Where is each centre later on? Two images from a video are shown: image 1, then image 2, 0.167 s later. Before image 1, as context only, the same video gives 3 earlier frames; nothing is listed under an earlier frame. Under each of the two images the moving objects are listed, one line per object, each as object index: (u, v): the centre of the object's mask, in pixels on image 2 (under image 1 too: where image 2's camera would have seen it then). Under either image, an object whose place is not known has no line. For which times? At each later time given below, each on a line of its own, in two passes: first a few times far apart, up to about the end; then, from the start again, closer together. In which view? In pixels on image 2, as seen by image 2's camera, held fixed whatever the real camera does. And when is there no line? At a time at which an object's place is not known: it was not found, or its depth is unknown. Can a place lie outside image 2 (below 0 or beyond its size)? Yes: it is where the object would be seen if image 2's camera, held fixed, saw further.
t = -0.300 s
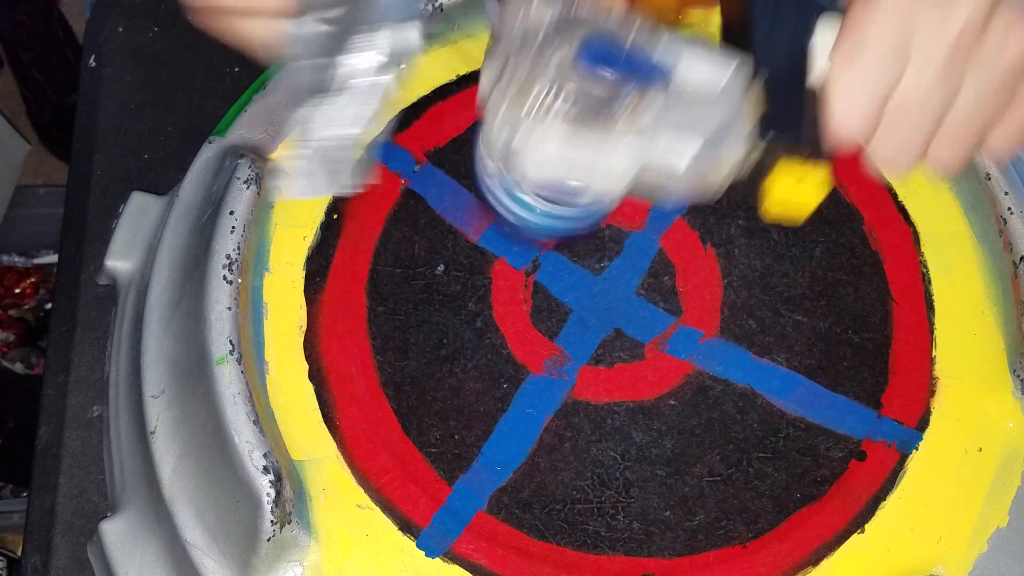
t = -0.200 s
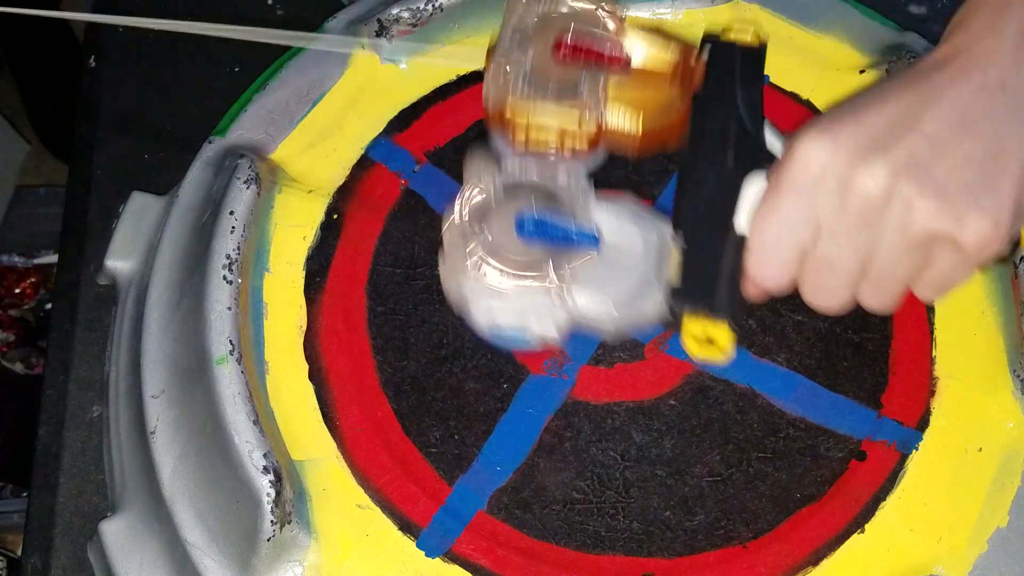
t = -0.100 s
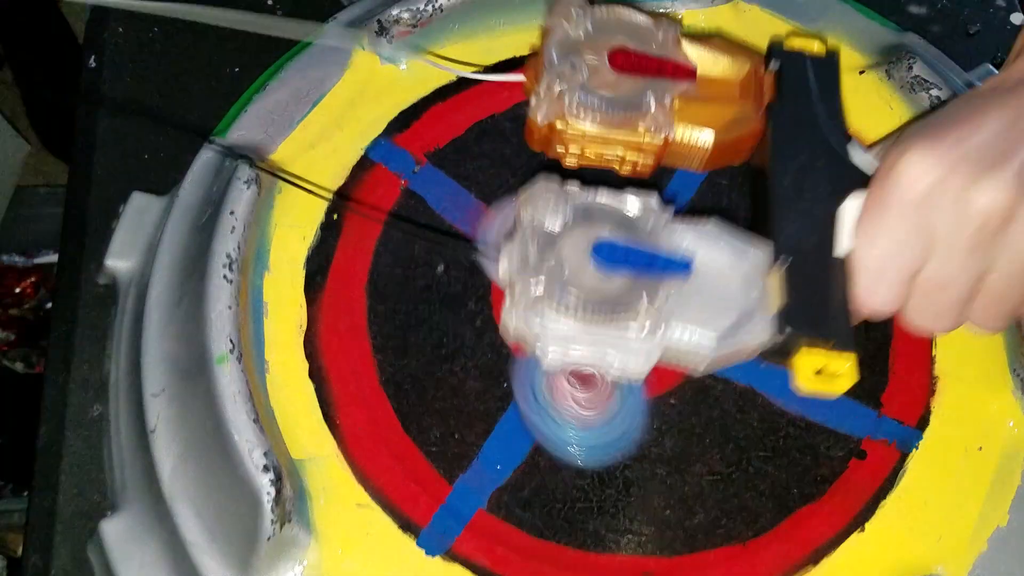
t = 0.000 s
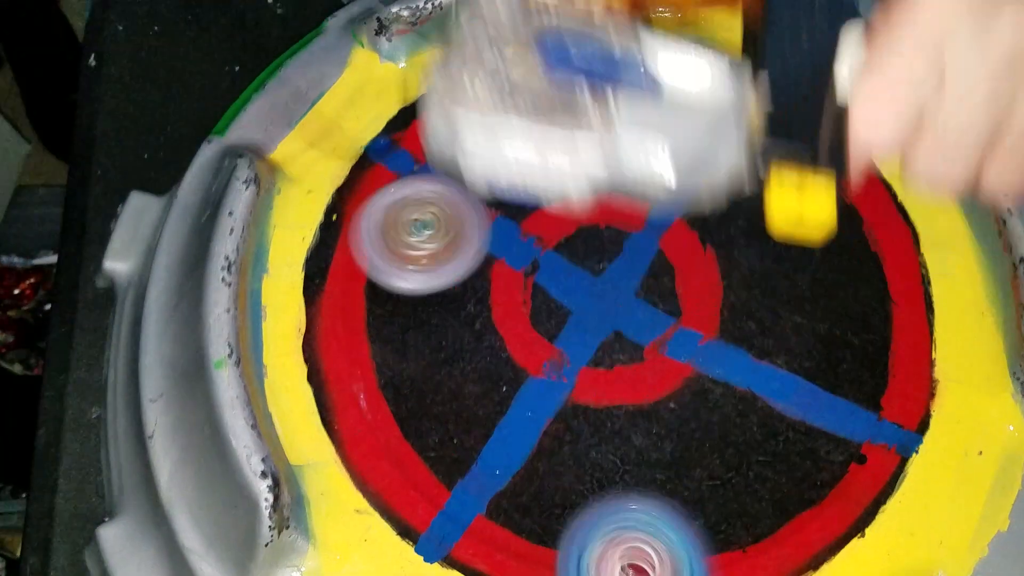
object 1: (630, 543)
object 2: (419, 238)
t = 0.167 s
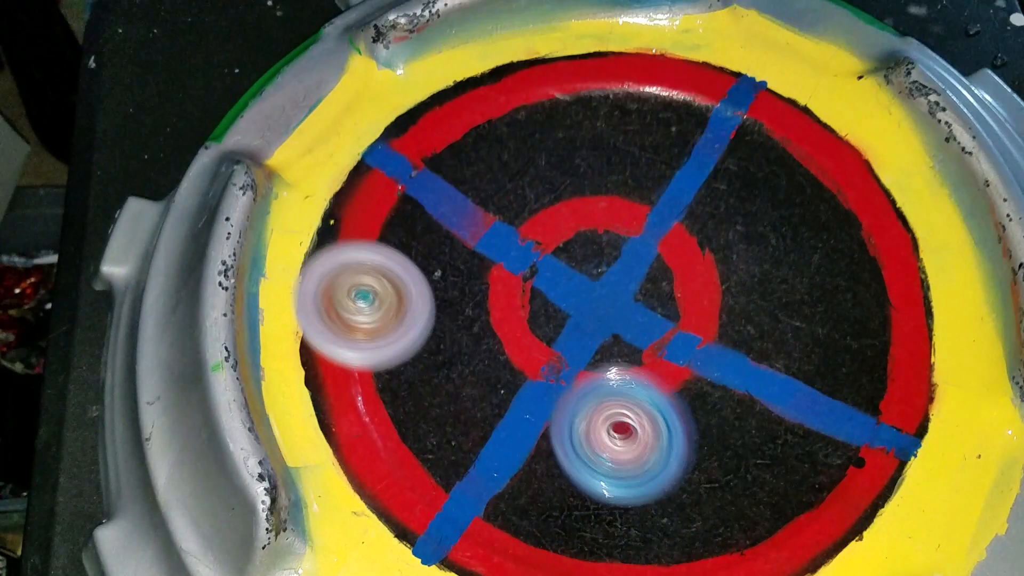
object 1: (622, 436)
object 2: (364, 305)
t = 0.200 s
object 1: (613, 412)
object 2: (382, 334)
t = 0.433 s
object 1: (674, 217)
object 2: (553, 462)
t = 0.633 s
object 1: (778, 240)
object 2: (673, 328)
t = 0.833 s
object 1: (915, 229)
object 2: (419, 326)
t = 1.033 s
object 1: (736, 358)
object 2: (406, 373)
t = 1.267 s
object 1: (700, 357)
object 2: (431, 411)
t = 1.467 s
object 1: (729, 339)
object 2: (520, 367)
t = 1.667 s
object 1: (705, 315)
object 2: (560, 266)
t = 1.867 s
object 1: (679, 270)
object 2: (542, 235)
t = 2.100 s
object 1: (649, 251)
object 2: (492, 240)
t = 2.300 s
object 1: (636, 244)
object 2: (463, 261)
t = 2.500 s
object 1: (653, 249)
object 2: (510, 286)
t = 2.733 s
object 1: (728, 266)
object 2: (571, 302)
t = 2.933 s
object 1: (758, 345)
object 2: (543, 286)
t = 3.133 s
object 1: (658, 431)
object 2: (562, 262)
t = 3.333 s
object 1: (559, 393)
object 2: (525, 233)
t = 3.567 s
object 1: (557, 376)
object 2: (539, 191)
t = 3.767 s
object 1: (594, 331)
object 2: (538, 213)
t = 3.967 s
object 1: (622, 403)
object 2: (520, 218)
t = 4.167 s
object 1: (583, 434)
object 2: (591, 256)
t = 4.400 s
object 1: (562, 379)
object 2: (644, 279)
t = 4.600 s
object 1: (576, 398)
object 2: (656, 225)
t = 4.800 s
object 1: (597, 356)
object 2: (635, 218)
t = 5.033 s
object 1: (582, 383)
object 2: (635, 226)
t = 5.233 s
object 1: (567, 381)
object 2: (631, 268)
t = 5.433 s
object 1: (551, 387)
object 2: (634, 274)
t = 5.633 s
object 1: (556, 389)
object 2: (626, 279)
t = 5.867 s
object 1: (560, 393)
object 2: (635, 294)
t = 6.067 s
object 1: (552, 386)
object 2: (638, 299)
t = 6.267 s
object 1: (557, 383)
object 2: (644, 293)
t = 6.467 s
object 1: (549, 385)
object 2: (625, 280)
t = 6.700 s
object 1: (540, 420)
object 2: (619, 280)
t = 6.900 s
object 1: (510, 395)
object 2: (610, 277)
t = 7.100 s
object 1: (498, 359)
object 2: (617, 288)
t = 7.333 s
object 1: (520, 368)
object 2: (620, 289)
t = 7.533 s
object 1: (542, 362)
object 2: (616, 270)
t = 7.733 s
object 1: (544, 365)
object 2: (616, 269)
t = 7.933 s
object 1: (535, 381)
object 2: (615, 268)
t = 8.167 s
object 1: (540, 394)
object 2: (623, 272)
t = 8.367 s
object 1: (568, 391)
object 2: (616, 280)
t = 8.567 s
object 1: (565, 390)
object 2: (621, 273)
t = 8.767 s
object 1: (543, 391)
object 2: (616, 282)
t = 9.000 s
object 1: (556, 393)
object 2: (631, 298)
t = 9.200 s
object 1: (565, 393)
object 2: (637, 293)
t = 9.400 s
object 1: (563, 386)
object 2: (638, 280)
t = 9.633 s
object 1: (559, 379)
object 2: (616, 271)
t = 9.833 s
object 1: (567, 389)
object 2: (610, 276)
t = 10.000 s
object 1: (566, 395)
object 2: (612, 282)
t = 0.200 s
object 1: (613, 412)
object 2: (382, 334)
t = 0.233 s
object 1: (601, 388)
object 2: (410, 361)
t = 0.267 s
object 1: (587, 363)
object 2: (443, 382)
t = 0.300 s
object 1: (591, 329)
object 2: (462, 408)
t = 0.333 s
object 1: (613, 293)
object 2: (477, 433)
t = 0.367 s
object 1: (631, 262)
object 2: (498, 451)
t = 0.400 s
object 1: (653, 236)
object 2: (524, 461)
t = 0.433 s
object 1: (674, 217)
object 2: (553, 462)
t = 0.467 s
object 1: (696, 205)
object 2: (583, 455)
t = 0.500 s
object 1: (717, 200)
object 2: (610, 440)
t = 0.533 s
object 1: (737, 200)
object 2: (632, 418)
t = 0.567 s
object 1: (756, 209)
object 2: (651, 391)
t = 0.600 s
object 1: (769, 221)
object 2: (667, 359)
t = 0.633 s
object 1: (778, 240)
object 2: (673, 328)
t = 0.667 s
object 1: (827, 227)
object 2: (620, 329)
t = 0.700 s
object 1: (883, 212)
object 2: (572, 328)
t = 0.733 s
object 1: (931, 196)
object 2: (525, 326)
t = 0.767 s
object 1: (936, 193)
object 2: (484, 324)
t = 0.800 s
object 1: (930, 204)
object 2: (449, 324)
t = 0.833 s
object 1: (915, 229)
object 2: (419, 326)
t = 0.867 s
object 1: (899, 244)
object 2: (395, 330)
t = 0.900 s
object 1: (876, 268)
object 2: (380, 336)
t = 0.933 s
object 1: (847, 291)
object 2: (372, 344)
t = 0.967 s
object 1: (814, 314)
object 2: (375, 355)
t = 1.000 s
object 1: (776, 337)
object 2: (387, 365)
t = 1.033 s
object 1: (736, 358)
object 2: (406, 373)
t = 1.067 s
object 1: (694, 377)
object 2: (432, 383)
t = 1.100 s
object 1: (655, 390)
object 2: (459, 394)
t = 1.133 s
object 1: (626, 393)
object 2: (481, 403)
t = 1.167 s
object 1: (654, 385)
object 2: (457, 408)
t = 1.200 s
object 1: (674, 376)
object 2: (440, 412)
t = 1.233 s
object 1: (690, 365)
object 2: (431, 413)
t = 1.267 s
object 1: (700, 357)
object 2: (431, 411)
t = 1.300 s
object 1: (706, 351)
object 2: (440, 407)
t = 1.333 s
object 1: (713, 347)
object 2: (455, 402)
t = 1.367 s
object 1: (719, 344)
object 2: (473, 397)
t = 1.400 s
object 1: (724, 343)
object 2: (491, 390)
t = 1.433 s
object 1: (728, 342)
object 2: (507, 380)
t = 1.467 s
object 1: (729, 339)
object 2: (520, 367)
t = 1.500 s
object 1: (728, 337)
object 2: (533, 351)
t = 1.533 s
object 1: (725, 334)
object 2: (542, 333)
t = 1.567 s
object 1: (720, 330)
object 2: (550, 315)
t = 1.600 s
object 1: (716, 325)
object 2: (555, 297)
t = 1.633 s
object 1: (710, 320)
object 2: (558, 281)
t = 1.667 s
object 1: (705, 315)
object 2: (560, 266)
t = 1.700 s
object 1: (700, 309)
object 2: (561, 255)
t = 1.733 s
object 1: (695, 301)
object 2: (558, 247)
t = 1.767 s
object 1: (690, 292)
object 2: (555, 241)
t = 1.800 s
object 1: (685, 283)
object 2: (552, 238)
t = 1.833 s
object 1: (682, 275)
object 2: (546, 234)
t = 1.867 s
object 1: (679, 270)
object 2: (542, 235)
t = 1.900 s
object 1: (674, 268)
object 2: (538, 235)
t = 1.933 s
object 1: (670, 267)
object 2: (532, 234)
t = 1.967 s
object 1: (664, 266)
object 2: (526, 232)
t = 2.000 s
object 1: (660, 264)
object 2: (519, 233)
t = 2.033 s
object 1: (656, 261)
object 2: (510, 234)
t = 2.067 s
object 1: (652, 256)
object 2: (501, 237)
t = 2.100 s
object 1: (649, 251)
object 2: (492, 240)
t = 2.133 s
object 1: (647, 246)
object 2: (482, 243)
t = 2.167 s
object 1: (646, 243)
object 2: (474, 245)
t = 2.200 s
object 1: (644, 242)
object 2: (466, 248)
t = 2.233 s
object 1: (641, 242)
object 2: (460, 251)
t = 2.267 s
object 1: (638, 243)
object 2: (461, 255)
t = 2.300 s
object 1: (636, 244)
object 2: (463, 261)
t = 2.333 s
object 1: (634, 243)
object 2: (468, 268)
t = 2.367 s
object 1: (632, 243)
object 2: (476, 273)
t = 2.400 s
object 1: (628, 244)
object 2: (488, 278)
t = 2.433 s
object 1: (627, 245)
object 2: (501, 281)
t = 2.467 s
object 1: (641, 246)
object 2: (504, 284)
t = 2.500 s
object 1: (653, 249)
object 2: (510, 286)
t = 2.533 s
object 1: (665, 251)
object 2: (520, 286)
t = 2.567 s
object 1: (674, 253)
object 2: (534, 284)
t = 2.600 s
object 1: (676, 255)
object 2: (548, 283)
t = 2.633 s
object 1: (697, 253)
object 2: (548, 287)
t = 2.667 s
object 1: (714, 252)
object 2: (551, 293)
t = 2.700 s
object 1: (724, 257)
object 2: (559, 299)
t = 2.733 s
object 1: (728, 266)
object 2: (571, 302)
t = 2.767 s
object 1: (725, 280)
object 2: (586, 302)
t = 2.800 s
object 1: (740, 294)
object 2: (580, 300)
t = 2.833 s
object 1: (759, 305)
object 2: (565, 295)
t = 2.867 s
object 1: (768, 317)
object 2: (553, 289)
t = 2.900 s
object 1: (767, 332)
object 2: (546, 285)
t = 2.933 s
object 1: (758, 345)
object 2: (543, 286)
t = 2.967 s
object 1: (738, 359)
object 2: (546, 291)
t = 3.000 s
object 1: (713, 372)
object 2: (556, 297)
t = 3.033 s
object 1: (685, 382)
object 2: (569, 301)
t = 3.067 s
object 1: (674, 401)
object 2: (573, 291)
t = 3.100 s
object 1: (668, 419)
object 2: (568, 276)
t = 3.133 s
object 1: (658, 431)
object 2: (562, 262)
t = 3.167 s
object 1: (645, 438)
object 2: (556, 253)
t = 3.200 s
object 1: (630, 438)
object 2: (548, 245)
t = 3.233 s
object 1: (617, 434)
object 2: (539, 240)
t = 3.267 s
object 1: (598, 425)
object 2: (532, 237)
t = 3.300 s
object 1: (576, 412)
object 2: (527, 233)
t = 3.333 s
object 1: (559, 393)
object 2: (525, 233)
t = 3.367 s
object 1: (549, 371)
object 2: (527, 237)
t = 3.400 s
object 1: (546, 358)
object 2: (530, 239)
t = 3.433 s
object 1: (546, 368)
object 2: (532, 223)
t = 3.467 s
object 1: (546, 375)
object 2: (533, 209)
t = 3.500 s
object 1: (550, 379)
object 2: (535, 199)
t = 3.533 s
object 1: (554, 379)
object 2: (538, 194)
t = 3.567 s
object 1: (557, 376)
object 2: (539, 191)
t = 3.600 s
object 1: (565, 370)
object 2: (539, 190)
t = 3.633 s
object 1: (574, 363)
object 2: (538, 192)
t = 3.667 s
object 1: (584, 355)
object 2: (536, 195)
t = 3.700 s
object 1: (591, 346)
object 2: (534, 198)
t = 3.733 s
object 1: (594, 338)
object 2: (535, 203)
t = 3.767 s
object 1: (594, 331)
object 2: (538, 213)
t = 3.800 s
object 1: (598, 332)
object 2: (538, 221)
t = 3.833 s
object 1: (609, 346)
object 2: (531, 216)
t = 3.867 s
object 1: (616, 359)
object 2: (524, 215)
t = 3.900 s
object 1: (619, 374)
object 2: (519, 215)
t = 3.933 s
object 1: (622, 389)
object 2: (517, 216)
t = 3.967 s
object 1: (622, 403)
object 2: (520, 218)
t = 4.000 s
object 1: (620, 416)
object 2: (529, 222)
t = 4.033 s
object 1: (614, 426)
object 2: (541, 228)
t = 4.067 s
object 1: (606, 433)
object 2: (553, 235)
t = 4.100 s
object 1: (598, 437)
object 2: (565, 243)
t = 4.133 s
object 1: (590, 438)
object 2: (577, 250)
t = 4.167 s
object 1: (583, 434)
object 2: (591, 256)
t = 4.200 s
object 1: (574, 429)
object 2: (605, 260)
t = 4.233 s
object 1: (569, 421)
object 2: (617, 264)
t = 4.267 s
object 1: (563, 413)
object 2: (627, 269)
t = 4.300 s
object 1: (557, 403)
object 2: (635, 273)
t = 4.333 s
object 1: (554, 394)
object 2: (641, 276)
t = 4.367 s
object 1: (556, 386)
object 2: (644, 278)
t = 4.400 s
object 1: (562, 379)
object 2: (644, 279)
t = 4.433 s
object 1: (570, 375)
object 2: (640, 278)
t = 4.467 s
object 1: (567, 386)
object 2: (644, 263)
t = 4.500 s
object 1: (566, 394)
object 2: (648, 252)
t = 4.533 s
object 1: (568, 399)
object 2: (651, 242)
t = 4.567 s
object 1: (572, 400)
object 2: (654, 234)
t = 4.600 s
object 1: (576, 398)
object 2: (656, 225)
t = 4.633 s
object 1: (580, 394)
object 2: (656, 217)
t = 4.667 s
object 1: (584, 389)
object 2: (655, 211)
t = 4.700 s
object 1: (588, 381)
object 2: (652, 209)
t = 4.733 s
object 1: (592, 373)
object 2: (647, 210)
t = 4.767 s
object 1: (594, 364)
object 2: (641, 213)
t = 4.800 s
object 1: (597, 356)
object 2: (635, 218)
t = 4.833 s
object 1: (598, 349)
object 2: (629, 225)
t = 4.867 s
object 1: (596, 346)
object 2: (625, 230)
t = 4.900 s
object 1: (590, 360)
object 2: (625, 221)
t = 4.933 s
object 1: (587, 372)
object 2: (627, 214)
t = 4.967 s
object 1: (584, 379)
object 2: (630, 213)
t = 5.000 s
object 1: (583, 382)
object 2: (633, 219)
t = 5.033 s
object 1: (582, 383)
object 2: (635, 226)
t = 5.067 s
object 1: (582, 382)
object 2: (636, 234)
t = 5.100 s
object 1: (582, 379)
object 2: (635, 244)
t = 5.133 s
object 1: (582, 375)
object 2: (633, 253)
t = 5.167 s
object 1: (581, 372)
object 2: (628, 263)
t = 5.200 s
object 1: (573, 377)
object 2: (629, 265)
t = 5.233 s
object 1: (567, 381)
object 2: (631, 268)
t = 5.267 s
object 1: (564, 382)
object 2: (633, 273)
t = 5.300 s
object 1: (562, 381)
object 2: (632, 276)
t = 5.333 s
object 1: (561, 380)
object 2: (630, 278)
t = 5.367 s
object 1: (560, 379)
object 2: (628, 280)
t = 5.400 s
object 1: (554, 384)
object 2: (632, 277)
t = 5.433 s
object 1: (551, 387)
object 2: (634, 274)
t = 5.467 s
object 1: (550, 388)
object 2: (634, 272)
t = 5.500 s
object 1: (550, 388)
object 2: (630, 272)
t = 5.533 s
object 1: (552, 386)
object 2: (626, 273)
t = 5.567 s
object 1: (555, 383)
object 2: (624, 274)
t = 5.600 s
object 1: (558, 381)
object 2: (622, 280)
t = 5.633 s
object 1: (556, 389)
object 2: (626, 279)
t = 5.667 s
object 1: (555, 396)
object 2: (629, 279)
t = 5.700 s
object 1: (557, 400)
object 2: (630, 282)
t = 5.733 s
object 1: (559, 400)
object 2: (632, 286)
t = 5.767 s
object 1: (562, 399)
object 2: (633, 289)
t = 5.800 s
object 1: (565, 394)
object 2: (633, 292)
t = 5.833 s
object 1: (564, 392)
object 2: (634, 294)
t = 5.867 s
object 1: (560, 393)
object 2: (635, 294)
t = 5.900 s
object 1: (555, 395)
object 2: (636, 295)
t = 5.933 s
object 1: (549, 395)
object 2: (636, 297)
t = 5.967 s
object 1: (547, 394)
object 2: (635, 298)
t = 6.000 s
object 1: (546, 391)
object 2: (634, 300)
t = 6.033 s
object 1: (549, 388)
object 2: (634, 300)
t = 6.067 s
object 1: (552, 386)
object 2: (638, 299)
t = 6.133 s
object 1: (551, 387)
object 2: (644, 295)
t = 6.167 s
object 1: (551, 387)
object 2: (647, 293)
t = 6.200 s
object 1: (554, 384)
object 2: (648, 293)
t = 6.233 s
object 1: (557, 382)
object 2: (646, 294)
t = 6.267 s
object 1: (557, 383)
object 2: (644, 293)
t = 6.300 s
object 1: (555, 385)
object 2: (639, 289)
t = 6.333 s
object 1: (555, 384)
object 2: (633, 287)
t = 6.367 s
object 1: (555, 383)
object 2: (626, 285)
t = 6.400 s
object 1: (552, 382)
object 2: (624, 282)
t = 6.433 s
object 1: (553, 380)
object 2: (622, 281)
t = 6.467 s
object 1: (549, 385)
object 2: (625, 280)
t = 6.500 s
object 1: (544, 392)
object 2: (632, 275)
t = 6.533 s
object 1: (543, 396)
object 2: (634, 273)
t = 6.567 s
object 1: (543, 399)
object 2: (633, 276)
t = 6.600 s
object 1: (545, 399)
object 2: (627, 282)
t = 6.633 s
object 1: (549, 398)
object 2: (620, 289)
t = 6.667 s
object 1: (552, 396)
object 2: (615, 294)
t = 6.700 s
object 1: (540, 420)
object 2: (619, 280)
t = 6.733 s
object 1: (535, 425)
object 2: (619, 275)
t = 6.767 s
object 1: (527, 425)
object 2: (617, 272)
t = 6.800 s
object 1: (521, 422)
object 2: (614, 271)
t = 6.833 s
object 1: (515, 415)
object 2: (612, 272)
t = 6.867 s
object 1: (512, 406)
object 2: (612, 273)
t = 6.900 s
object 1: (510, 395)
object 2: (610, 277)
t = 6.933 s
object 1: (508, 384)
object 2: (608, 280)
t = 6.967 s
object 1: (509, 373)
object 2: (607, 283)
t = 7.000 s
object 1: (509, 365)
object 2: (606, 287)
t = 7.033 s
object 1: (505, 362)
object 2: (609, 288)
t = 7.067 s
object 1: (500, 361)
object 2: (613, 288)
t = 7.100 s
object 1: (498, 359)
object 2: (617, 288)
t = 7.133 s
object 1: (498, 358)
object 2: (619, 290)
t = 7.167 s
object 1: (498, 357)
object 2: (620, 290)
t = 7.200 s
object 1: (501, 356)
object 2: (619, 291)
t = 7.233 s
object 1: (504, 357)
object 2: (618, 290)
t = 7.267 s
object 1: (510, 359)
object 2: (617, 290)
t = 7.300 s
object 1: (517, 363)
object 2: (616, 290)
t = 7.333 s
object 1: (520, 368)
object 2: (620, 289)
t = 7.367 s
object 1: (522, 369)
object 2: (624, 285)
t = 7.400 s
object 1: (526, 369)
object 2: (624, 282)
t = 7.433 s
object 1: (533, 366)
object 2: (621, 279)
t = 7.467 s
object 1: (537, 365)
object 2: (618, 276)
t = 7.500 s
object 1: (539, 363)
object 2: (617, 272)
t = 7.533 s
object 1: (542, 362)
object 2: (616, 270)
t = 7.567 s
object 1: (543, 362)
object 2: (615, 267)
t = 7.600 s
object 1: (543, 364)
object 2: (617, 264)
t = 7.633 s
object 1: (543, 364)
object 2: (618, 265)
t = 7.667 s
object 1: (544, 363)
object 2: (618, 268)
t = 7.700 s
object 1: (545, 364)
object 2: (617, 270)
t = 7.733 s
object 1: (544, 365)
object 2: (616, 269)
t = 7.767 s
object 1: (544, 366)
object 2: (614, 269)
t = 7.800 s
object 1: (544, 366)
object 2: (612, 269)
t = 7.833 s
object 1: (543, 369)
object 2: (612, 269)
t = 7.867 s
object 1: (542, 370)
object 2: (610, 271)
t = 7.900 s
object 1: (542, 371)
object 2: (609, 274)
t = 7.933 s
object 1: (535, 381)
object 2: (615, 268)
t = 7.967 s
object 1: (529, 389)
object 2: (621, 264)
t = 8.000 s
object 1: (525, 397)
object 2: (627, 262)
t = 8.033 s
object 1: (525, 400)
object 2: (628, 262)
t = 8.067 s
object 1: (526, 401)
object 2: (629, 264)
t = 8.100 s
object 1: (531, 400)
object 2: (628, 266)
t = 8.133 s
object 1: (533, 398)
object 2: (626, 269)
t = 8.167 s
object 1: (540, 394)
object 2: (623, 272)
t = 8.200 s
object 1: (544, 390)
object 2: (621, 275)
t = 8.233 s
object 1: (552, 387)
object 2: (618, 279)
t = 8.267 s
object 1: (557, 386)
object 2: (616, 281)
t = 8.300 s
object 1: (561, 389)
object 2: (617, 280)
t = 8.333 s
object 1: (563, 391)
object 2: (617, 279)
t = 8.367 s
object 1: (568, 391)
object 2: (616, 280)
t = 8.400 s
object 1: (570, 393)
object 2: (616, 281)
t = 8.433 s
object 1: (571, 395)
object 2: (617, 280)
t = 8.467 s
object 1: (571, 393)
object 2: (617, 279)
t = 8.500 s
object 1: (572, 391)
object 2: (617, 279)
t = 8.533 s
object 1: (568, 391)
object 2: (619, 275)
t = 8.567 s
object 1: (565, 390)
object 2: (621, 273)
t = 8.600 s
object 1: (561, 387)
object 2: (619, 273)
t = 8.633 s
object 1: (559, 382)
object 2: (618, 275)
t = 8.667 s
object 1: (552, 383)
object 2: (618, 275)
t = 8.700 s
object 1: (549, 387)
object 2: (618, 276)
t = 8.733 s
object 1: (546, 389)
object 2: (616, 279)
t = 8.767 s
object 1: (543, 391)
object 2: (616, 282)
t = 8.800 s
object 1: (543, 391)
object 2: (617, 286)
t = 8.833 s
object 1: (543, 391)
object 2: (618, 289)
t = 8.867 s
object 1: (545, 391)
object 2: (619, 291)
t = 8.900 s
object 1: (548, 390)
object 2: (622, 294)
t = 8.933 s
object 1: (550, 392)
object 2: (625, 295)
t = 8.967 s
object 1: (553, 393)
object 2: (630, 297)
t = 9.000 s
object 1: (556, 393)
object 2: (631, 298)
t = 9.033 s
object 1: (559, 393)
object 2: (635, 298)
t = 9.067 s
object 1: (561, 392)
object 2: (636, 298)
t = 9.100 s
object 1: (562, 394)
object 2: (637, 297)
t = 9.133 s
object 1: (561, 395)
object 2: (639, 296)
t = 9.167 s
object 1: (561, 396)
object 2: (639, 294)
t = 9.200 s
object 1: (565, 393)
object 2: (637, 293)
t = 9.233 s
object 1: (567, 391)
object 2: (636, 292)
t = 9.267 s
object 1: (568, 391)
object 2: (639, 288)
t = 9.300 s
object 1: (567, 388)
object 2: (640, 285)
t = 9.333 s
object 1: (568, 386)
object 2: (638, 285)
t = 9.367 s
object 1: (570, 383)
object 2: (635, 285)
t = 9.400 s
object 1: (563, 386)
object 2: (638, 280)
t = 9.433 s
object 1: (558, 388)
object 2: (638, 276)
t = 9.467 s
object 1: (555, 386)
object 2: (635, 276)
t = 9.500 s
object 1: (554, 385)
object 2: (628, 275)
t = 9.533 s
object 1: (556, 380)
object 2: (623, 276)
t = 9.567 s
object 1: (557, 378)
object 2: (620, 277)
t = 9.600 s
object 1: (556, 380)
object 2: (618, 272)
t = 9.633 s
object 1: (559, 379)
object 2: (616, 271)
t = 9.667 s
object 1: (561, 379)
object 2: (612, 272)
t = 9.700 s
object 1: (564, 382)
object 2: (612, 271)
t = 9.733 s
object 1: (564, 385)
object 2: (612, 271)
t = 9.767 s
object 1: (565, 387)
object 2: (612, 273)
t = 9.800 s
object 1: (567, 387)
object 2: (611, 277)
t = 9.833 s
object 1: (567, 389)
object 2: (610, 276)
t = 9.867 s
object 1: (568, 391)
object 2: (611, 277)
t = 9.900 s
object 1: (569, 391)
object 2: (610, 279)
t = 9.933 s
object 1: (568, 392)
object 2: (611, 279)
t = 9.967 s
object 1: (568, 393)
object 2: (612, 281)
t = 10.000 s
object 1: (566, 395)
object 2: (612, 282)
